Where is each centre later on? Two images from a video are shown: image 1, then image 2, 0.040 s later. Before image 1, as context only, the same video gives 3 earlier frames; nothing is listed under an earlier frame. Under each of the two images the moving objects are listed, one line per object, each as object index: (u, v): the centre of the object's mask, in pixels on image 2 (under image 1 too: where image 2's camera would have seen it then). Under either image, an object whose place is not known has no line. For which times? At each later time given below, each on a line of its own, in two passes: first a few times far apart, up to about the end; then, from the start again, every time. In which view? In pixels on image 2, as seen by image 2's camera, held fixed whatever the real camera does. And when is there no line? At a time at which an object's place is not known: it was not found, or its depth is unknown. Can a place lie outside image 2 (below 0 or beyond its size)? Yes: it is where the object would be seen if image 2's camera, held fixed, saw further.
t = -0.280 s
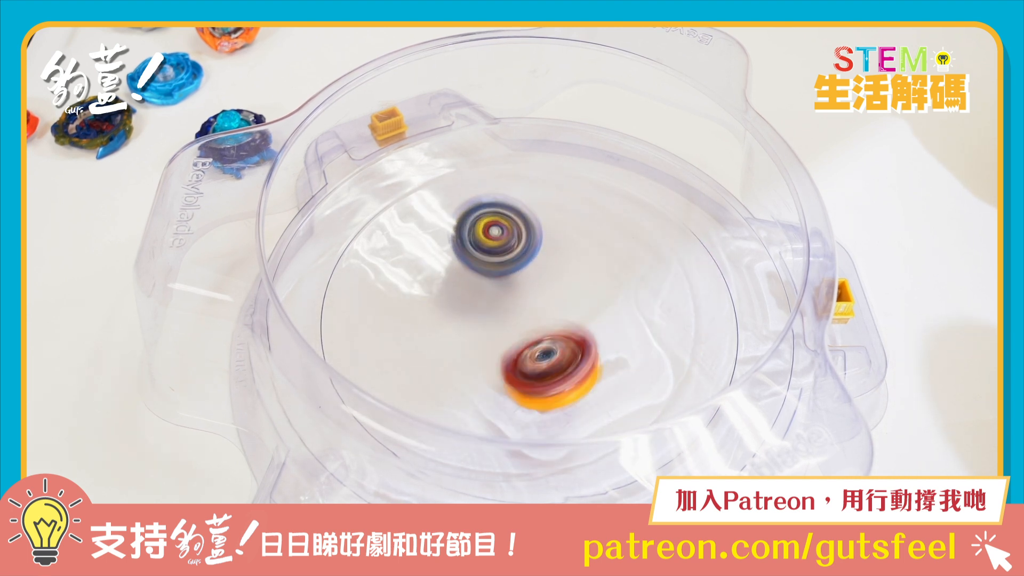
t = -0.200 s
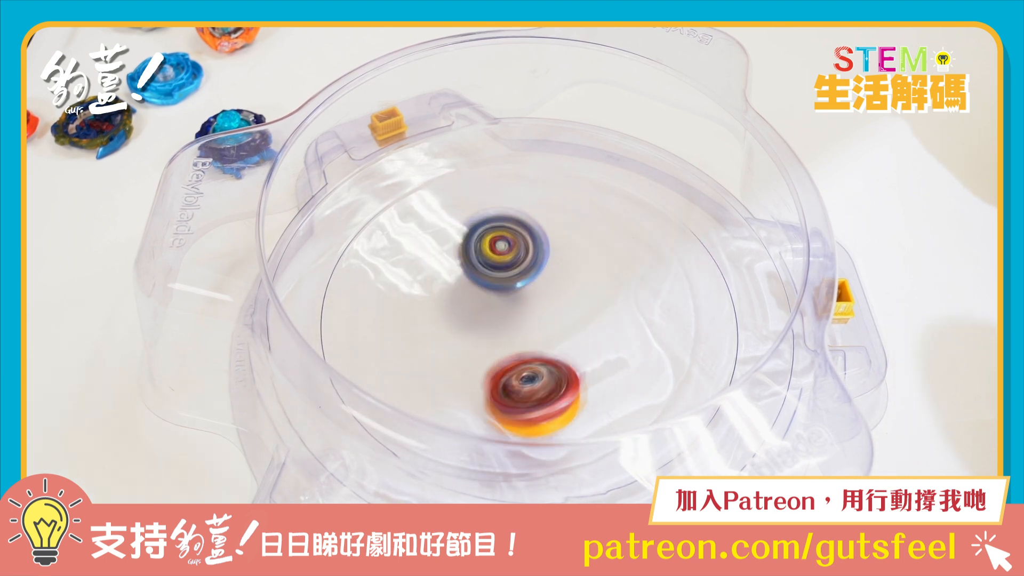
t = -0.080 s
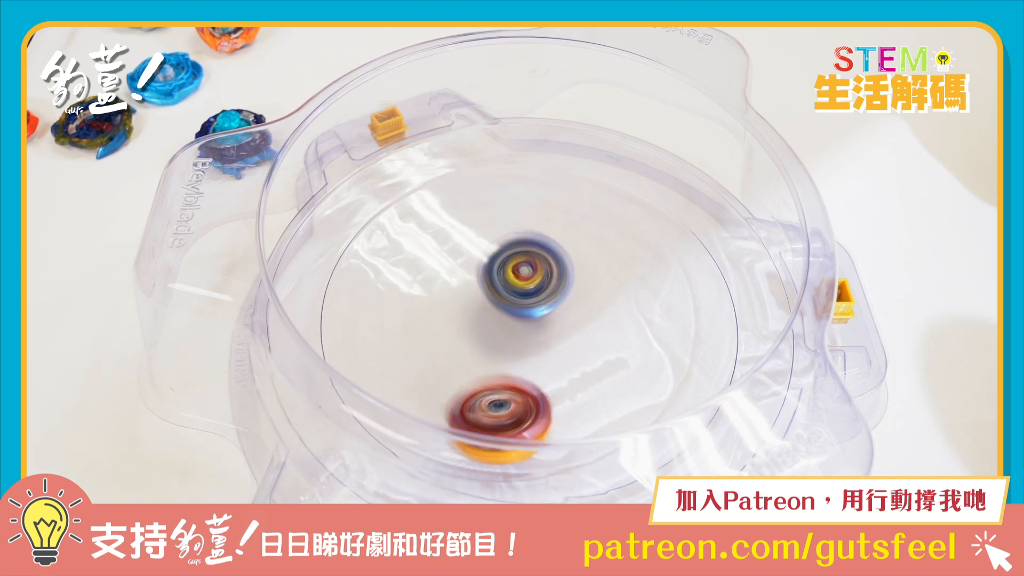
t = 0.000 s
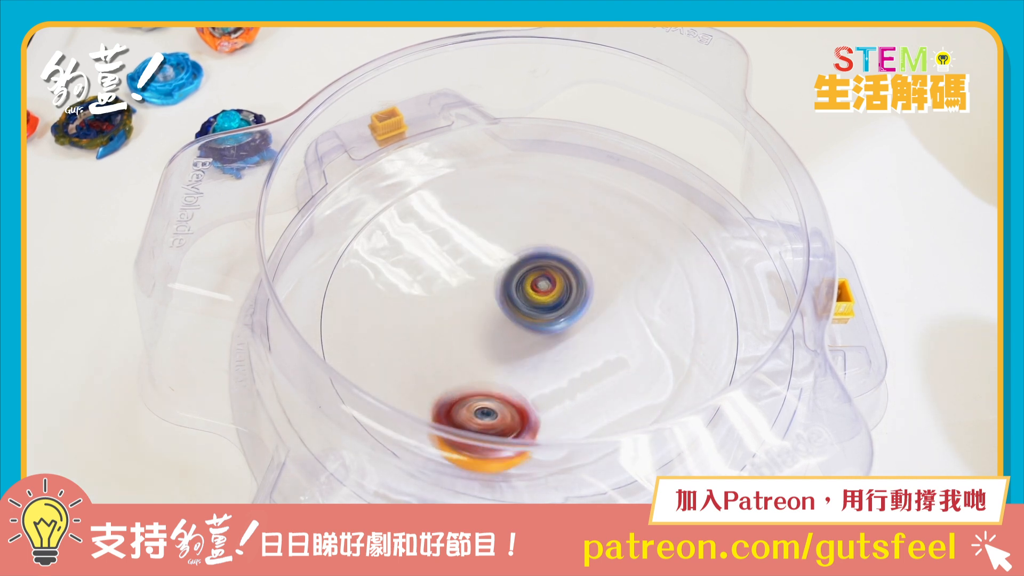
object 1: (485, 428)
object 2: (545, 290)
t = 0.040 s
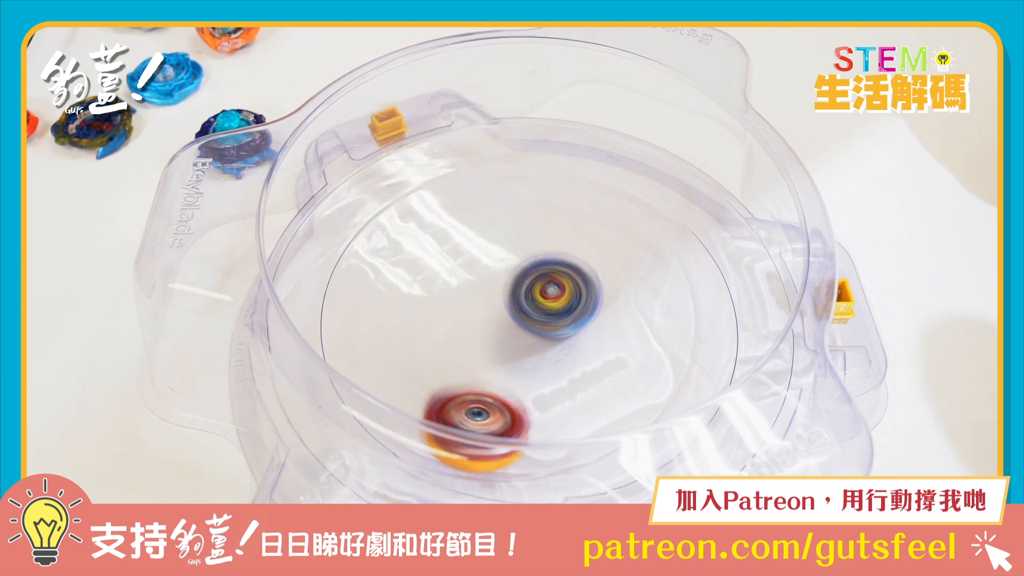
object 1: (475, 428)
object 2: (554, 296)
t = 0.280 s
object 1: (463, 372)
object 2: (594, 321)
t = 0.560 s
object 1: (502, 270)
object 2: (585, 331)
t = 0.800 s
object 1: (571, 208)
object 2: (527, 329)
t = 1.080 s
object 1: (607, 218)
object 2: (477, 326)
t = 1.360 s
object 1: (590, 322)
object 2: (462, 296)
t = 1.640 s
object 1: (586, 392)
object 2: (409, 249)
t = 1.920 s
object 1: (485, 354)
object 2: (460, 260)
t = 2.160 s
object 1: (443, 365)
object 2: (510, 276)
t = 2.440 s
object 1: (444, 355)
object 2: (562, 302)
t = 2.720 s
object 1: (456, 323)
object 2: (573, 317)
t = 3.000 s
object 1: (452, 314)
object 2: (564, 310)
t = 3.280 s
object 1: (458, 303)
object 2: (551, 313)
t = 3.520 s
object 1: (474, 296)
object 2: (563, 311)
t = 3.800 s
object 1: (483, 295)
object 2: (588, 300)
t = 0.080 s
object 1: (469, 423)
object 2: (562, 301)
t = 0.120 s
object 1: (463, 414)
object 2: (570, 305)
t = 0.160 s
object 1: (462, 401)
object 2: (577, 310)
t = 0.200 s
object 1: (461, 395)
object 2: (583, 314)
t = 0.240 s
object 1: (462, 387)
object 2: (589, 318)
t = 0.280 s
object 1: (463, 372)
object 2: (594, 321)
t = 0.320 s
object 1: (467, 355)
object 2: (598, 324)
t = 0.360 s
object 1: (470, 340)
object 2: (600, 326)
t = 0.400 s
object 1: (474, 325)
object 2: (600, 328)
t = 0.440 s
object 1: (479, 311)
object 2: (598, 329)
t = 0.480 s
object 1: (486, 298)
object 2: (594, 330)
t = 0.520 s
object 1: (493, 284)
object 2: (589, 331)
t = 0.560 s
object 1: (502, 270)
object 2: (585, 331)
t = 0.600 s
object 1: (512, 258)
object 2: (579, 331)
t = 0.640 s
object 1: (523, 246)
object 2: (571, 331)
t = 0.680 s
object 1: (535, 235)
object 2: (560, 330)
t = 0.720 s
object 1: (547, 225)
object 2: (550, 329)
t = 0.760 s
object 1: (560, 216)
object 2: (538, 328)
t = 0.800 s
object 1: (571, 208)
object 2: (527, 329)
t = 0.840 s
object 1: (580, 203)
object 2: (517, 329)
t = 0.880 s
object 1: (586, 200)
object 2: (507, 329)
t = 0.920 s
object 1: (595, 198)
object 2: (499, 329)
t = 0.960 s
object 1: (601, 199)
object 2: (491, 328)
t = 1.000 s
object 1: (605, 204)
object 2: (485, 328)
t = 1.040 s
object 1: (606, 208)
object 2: (480, 328)
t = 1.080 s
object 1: (607, 218)
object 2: (477, 326)
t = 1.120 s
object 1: (604, 229)
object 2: (474, 325)
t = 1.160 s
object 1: (601, 243)
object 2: (473, 323)
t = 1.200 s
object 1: (596, 257)
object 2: (472, 319)
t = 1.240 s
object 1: (590, 274)
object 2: (474, 316)
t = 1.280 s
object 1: (584, 289)
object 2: (476, 312)
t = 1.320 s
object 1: (577, 303)
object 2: (480, 308)
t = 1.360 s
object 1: (590, 322)
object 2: (462, 296)
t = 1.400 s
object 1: (607, 345)
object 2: (434, 283)
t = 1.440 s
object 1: (621, 361)
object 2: (415, 271)
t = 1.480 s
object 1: (624, 376)
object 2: (407, 263)
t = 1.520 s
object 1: (619, 387)
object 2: (405, 260)
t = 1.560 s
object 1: (612, 390)
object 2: (404, 256)
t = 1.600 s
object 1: (601, 391)
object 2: (405, 253)
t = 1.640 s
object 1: (586, 392)
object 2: (409, 249)
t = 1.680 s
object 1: (572, 392)
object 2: (412, 247)
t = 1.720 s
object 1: (558, 388)
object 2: (420, 246)
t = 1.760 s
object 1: (541, 383)
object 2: (429, 244)
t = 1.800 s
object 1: (527, 379)
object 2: (437, 245)
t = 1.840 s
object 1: (511, 369)
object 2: (445, 249)
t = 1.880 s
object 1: (496, 364)
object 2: (453, 254)
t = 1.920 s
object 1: (485, 354)
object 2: (460, 260)
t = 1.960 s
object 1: (475, 352)
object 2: (466, 265)
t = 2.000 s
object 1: (465, 353)
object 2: (477, 265)
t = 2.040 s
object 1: (460, 359)
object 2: (490, 261)
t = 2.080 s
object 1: (452, 364)
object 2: (500, 262)
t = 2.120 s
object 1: (447, 365)
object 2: (506, 269)
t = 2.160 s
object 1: (443, 365)
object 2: (510, 276)
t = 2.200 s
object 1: (437, 364)
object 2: (511, 283)
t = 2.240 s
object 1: (438, 361)
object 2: (513, 292)
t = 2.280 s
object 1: (445, 358)
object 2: (515, 300)
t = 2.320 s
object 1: (452, 355)
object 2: (519, 306)
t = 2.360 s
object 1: (449, 353)
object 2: (533, 307)
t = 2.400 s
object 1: (445, 355)
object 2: (551, 303)
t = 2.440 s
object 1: (444, 355)
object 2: (562, 302)
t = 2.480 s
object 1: (447, 353)
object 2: (569, 299)
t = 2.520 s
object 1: (453, 350)
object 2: (572, 301)
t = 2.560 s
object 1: (461, 347)
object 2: (571, 305)
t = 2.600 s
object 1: (469, 342)
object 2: (562, 310)
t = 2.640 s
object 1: (474, 338)
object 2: (558, 312)
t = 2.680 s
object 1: (464, 330)
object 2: (567, 315)
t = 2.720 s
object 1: (456, 323)
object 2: (573, 317)
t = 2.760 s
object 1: (452, 321)
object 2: (569, 318)
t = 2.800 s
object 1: (451, 321)
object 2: (568, 317)
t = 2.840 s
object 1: (451, 321)
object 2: (567, 316)
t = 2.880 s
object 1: (453, 320)
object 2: (564, 314)
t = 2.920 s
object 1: (456, 319)
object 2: (558, 312)
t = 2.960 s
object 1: (459, 317)
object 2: (554, 308)
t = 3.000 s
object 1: (452, 314)
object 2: (564, 310)
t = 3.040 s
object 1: (451, 314)
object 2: (566, 313)
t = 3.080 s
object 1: (451, 314)
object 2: (561, 316)
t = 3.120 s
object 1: (451, 313)
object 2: (553, 316)
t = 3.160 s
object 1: (452, 311)
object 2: (549, 314)
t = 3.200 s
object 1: (454, 309)
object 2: (549, 313)
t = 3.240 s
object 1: (456, 306)
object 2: (549, 313)
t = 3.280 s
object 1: (458, 303)
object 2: (551, 313)
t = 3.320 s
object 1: (459, 301)
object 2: (554, 314)
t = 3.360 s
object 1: (462, 300)
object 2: (557, 314)
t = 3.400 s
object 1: (465, 298)
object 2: (558, 313)
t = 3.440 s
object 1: (468, 298)
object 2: (560, 313)
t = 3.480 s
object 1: (472, 297)
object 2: (560, 311)
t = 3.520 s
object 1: (474, 296)
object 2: (563, 311)
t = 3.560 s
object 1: (476, 295)
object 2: (567, 310)
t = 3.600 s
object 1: (481, 295)
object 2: (569, 309)
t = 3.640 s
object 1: (483, 295)
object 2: (574, 309)
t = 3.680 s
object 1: (481, 295)
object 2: (581, 307)
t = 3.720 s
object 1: (480, 295)
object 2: (586, 304)
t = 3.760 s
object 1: (481, 295)
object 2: (588, 302)
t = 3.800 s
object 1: (483, 295)
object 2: (588, 300)
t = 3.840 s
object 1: (483, 296)
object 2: (586, 298)
